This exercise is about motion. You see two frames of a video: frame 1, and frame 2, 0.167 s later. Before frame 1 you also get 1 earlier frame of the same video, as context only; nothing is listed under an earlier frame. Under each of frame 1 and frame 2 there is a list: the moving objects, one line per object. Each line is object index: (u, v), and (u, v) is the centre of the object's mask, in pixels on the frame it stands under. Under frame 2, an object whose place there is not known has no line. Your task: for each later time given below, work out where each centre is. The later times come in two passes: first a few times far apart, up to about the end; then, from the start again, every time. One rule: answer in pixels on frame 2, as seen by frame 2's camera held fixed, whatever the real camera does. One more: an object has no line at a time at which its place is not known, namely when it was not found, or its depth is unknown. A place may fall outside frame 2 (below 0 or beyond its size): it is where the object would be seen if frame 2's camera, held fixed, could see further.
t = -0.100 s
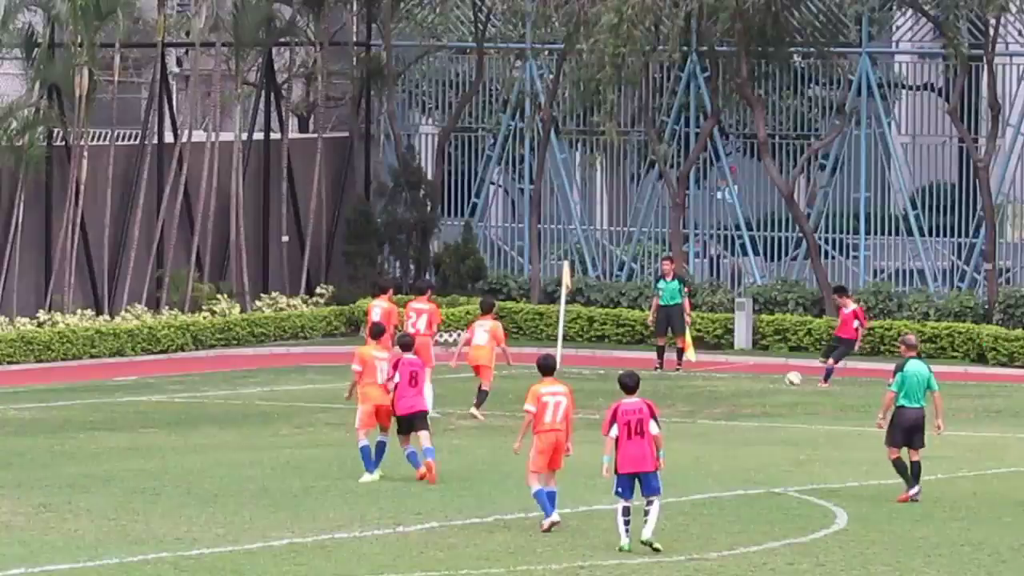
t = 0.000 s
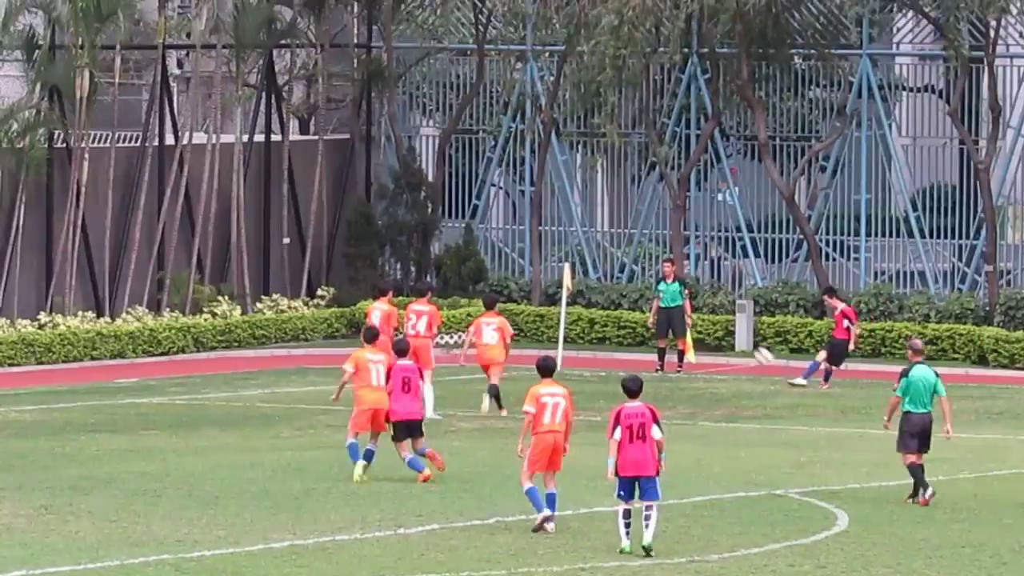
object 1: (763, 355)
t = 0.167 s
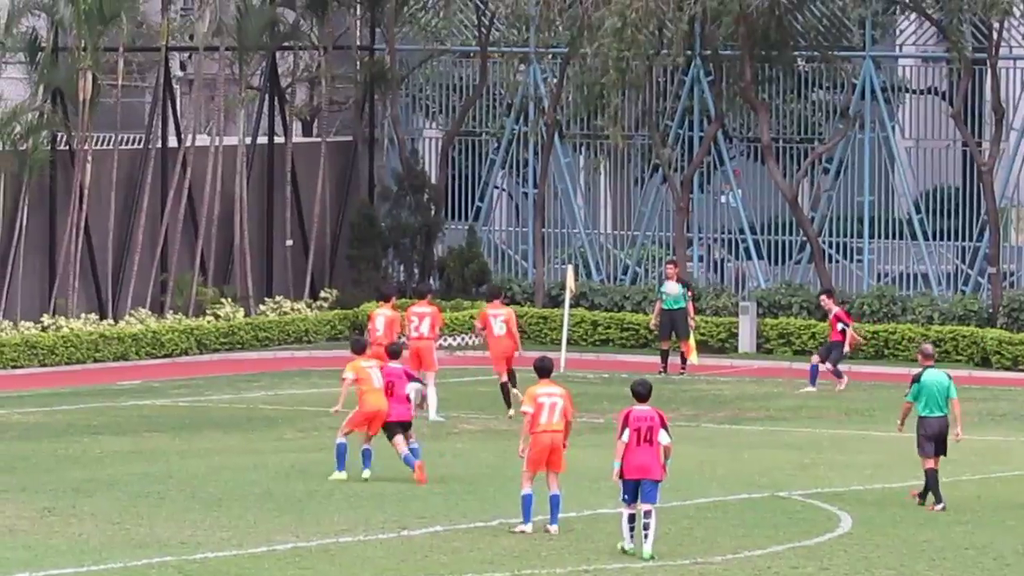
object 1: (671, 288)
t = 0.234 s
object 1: (633, 263)
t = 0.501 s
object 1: (474, 184)
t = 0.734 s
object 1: (329, 143)
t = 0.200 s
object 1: (653, 275)
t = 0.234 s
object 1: (633, 263)
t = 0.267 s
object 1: (614, 252)
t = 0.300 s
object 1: (595, 240)
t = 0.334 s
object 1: (575, 230)
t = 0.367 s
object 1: (555, 220)
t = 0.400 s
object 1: (535, 210)
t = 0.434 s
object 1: (514, 199)
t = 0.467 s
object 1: (494, 191)
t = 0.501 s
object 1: (474, 184)
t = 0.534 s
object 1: (454, 176)
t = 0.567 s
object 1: (434, 171)
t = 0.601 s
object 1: (414, 163)
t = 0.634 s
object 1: (392, 157)
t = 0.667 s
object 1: (371, 152)
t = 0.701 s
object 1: (350, 148)
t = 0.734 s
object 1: (329, 143)
